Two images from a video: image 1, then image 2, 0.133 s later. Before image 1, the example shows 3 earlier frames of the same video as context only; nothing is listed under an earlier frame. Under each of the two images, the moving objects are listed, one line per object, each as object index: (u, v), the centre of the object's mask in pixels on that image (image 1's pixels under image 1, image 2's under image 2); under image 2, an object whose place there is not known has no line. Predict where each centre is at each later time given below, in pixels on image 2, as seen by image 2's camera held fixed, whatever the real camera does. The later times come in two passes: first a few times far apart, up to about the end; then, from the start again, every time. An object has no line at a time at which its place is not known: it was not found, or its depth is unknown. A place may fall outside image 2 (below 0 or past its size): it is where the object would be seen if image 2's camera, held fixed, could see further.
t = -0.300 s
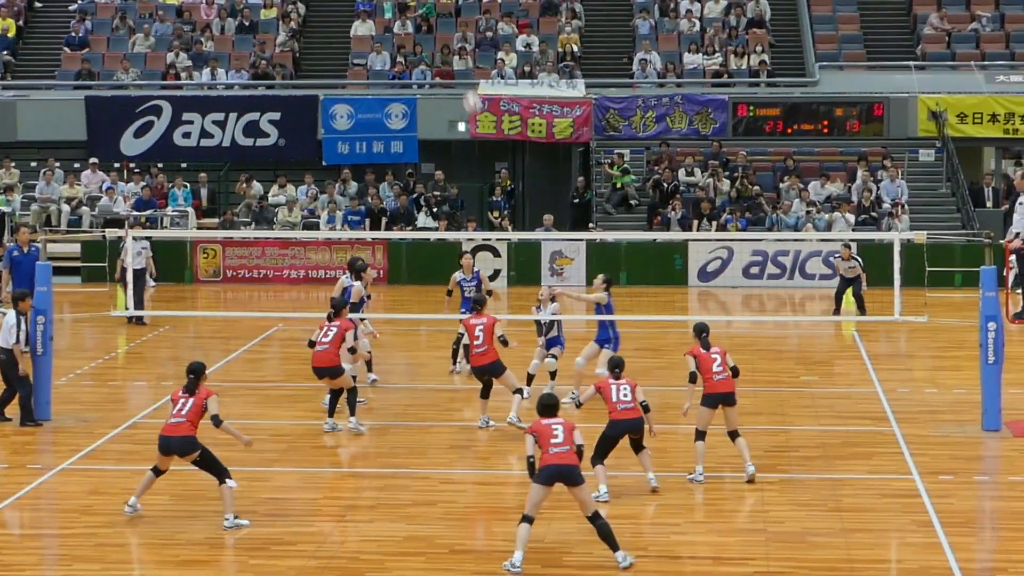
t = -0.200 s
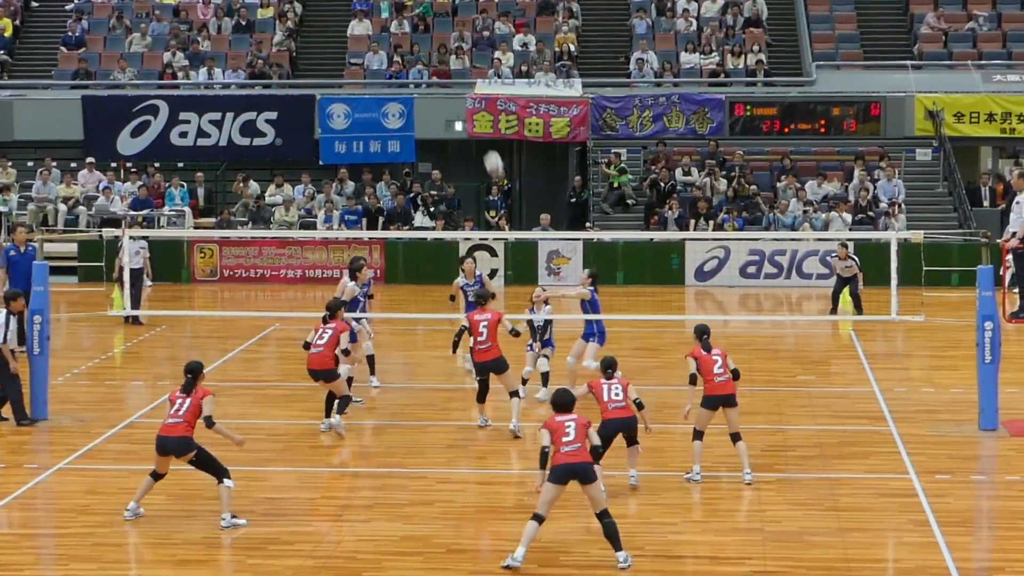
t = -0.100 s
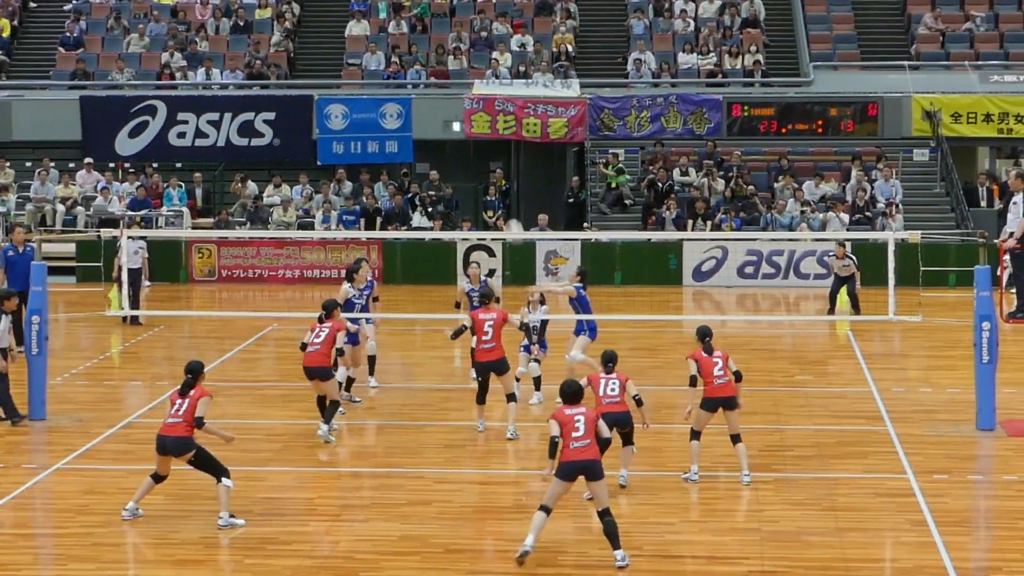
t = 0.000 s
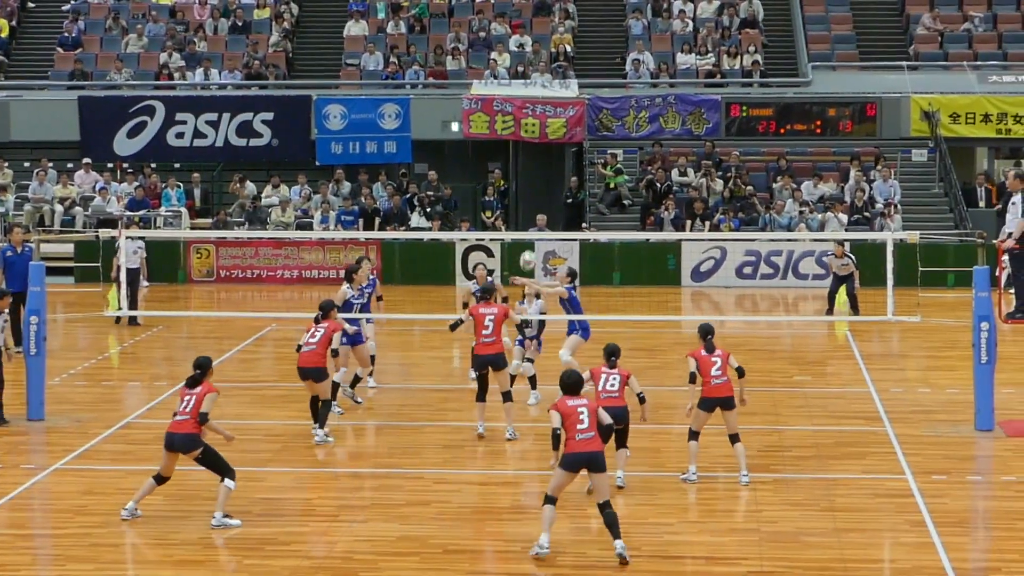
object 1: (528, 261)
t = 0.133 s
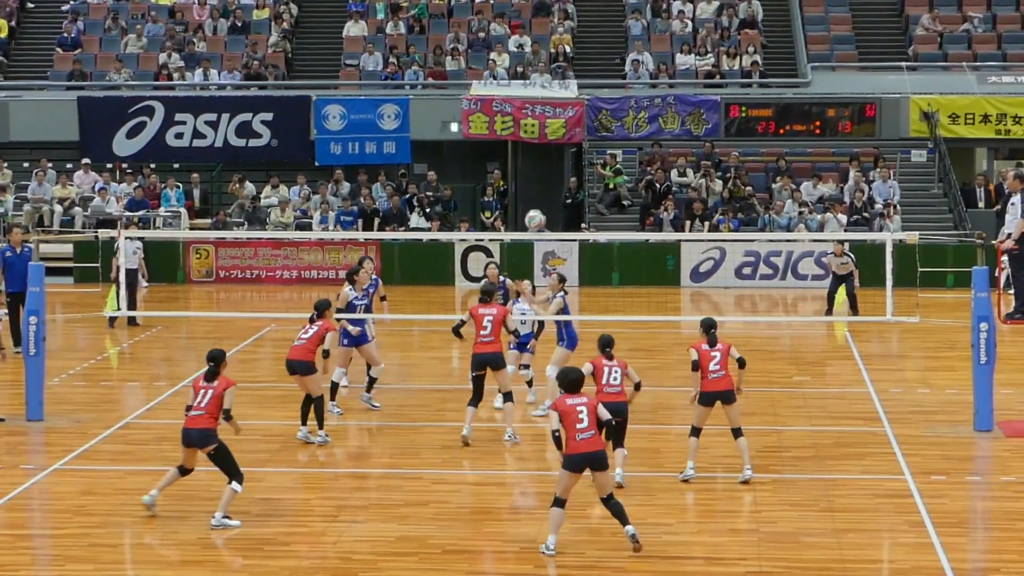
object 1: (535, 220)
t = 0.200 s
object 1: (538, 205)
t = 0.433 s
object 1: (554, 181)
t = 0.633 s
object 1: (571, 206)
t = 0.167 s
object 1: (536, 212)
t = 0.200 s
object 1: (538, 205)
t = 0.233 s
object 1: (540, 198)
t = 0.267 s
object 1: (542, 193)
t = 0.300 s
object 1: (545, 189)
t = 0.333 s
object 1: (547, 185)
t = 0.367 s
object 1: (549, 183)
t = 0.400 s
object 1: (552, 182)
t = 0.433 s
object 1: (554, 181)
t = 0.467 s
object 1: (557, 183)
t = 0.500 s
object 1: (559, 185)
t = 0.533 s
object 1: (562, 188)
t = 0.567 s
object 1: (565, 192)
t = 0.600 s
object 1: (568, 199)
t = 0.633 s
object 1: (571, 206)
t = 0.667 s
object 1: (573, 214)
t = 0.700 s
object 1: (577, 223)
